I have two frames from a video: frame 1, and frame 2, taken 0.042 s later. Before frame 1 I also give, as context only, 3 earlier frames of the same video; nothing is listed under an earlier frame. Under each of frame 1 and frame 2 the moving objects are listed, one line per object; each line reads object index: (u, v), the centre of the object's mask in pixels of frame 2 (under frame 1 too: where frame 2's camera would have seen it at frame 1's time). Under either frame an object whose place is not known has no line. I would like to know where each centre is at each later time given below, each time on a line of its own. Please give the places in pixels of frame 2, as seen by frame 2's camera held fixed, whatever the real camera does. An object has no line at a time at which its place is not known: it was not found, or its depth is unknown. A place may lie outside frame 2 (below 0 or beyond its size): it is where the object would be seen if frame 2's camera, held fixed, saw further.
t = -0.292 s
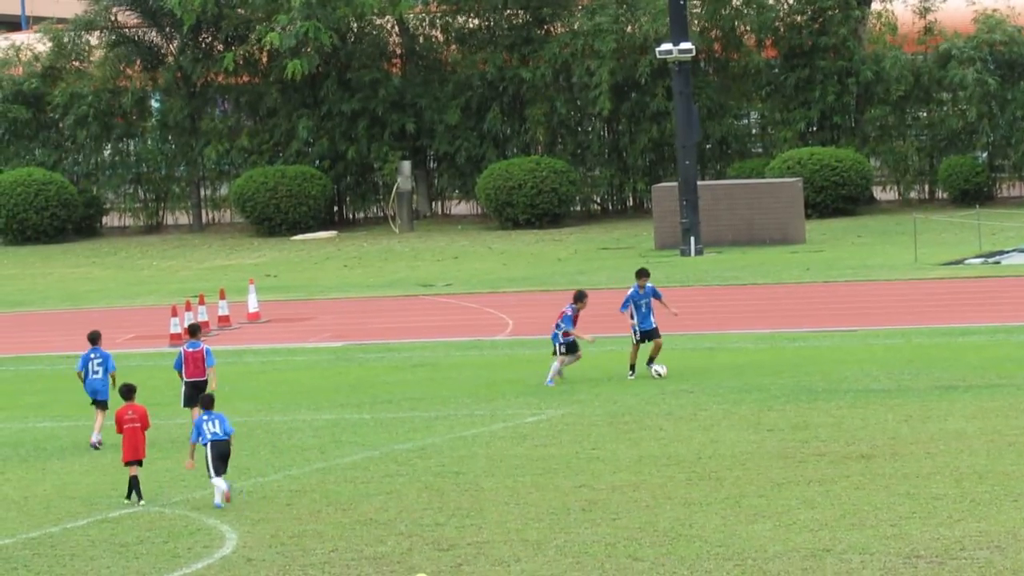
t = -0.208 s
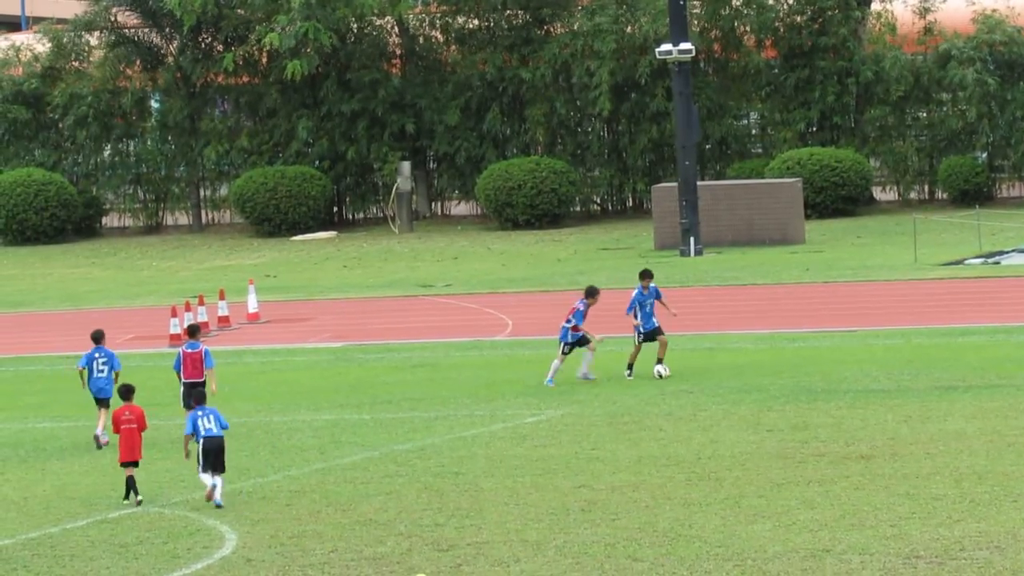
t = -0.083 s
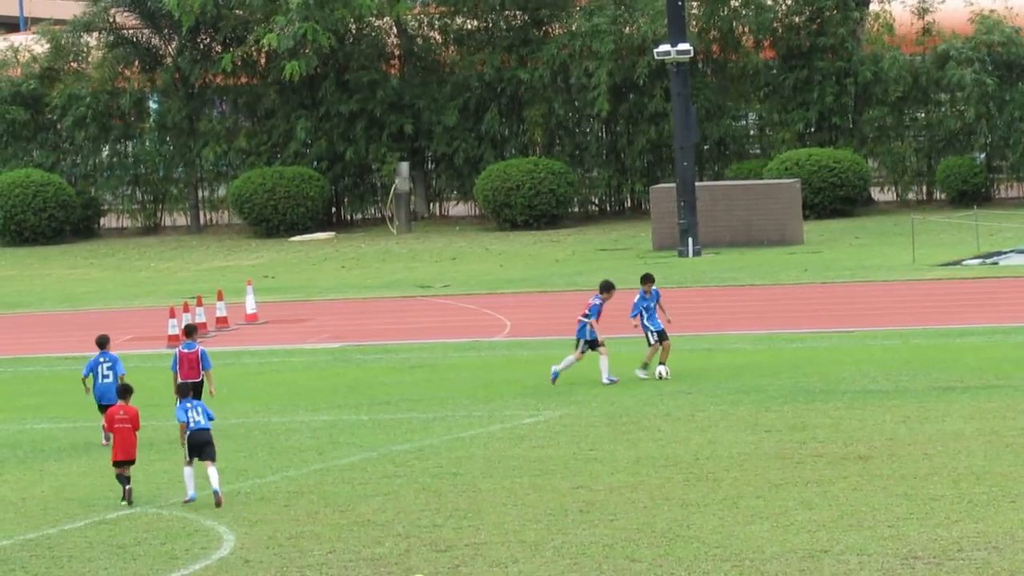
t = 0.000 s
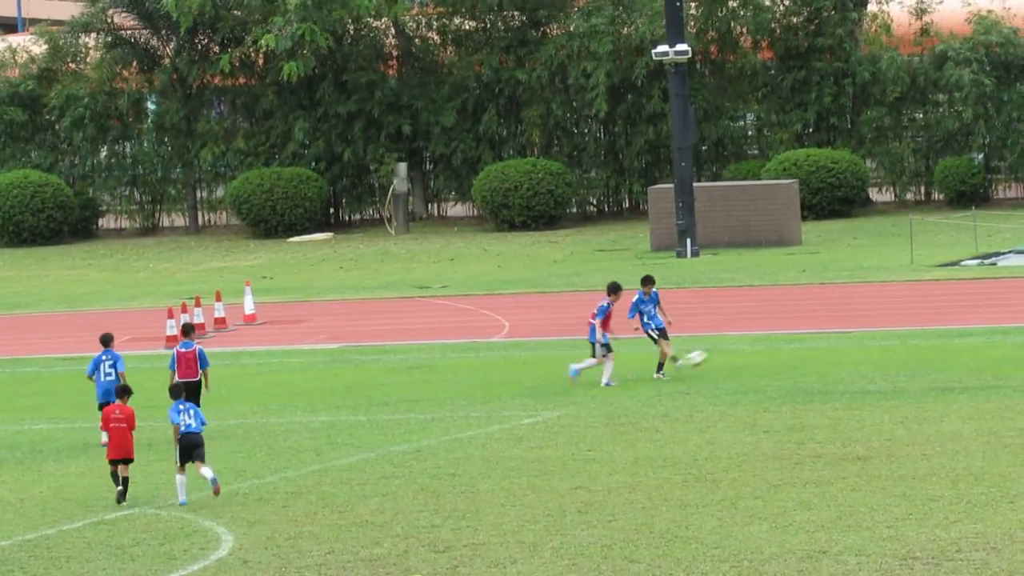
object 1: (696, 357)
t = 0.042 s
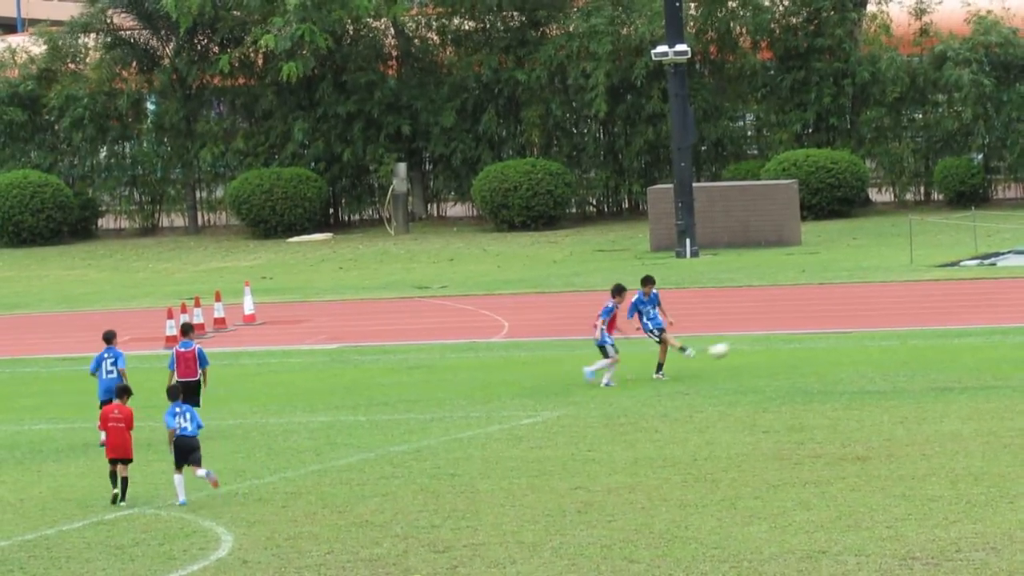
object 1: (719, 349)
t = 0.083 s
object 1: (744, 341)
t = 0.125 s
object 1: (766, 335)
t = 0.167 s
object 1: (789, 330)
